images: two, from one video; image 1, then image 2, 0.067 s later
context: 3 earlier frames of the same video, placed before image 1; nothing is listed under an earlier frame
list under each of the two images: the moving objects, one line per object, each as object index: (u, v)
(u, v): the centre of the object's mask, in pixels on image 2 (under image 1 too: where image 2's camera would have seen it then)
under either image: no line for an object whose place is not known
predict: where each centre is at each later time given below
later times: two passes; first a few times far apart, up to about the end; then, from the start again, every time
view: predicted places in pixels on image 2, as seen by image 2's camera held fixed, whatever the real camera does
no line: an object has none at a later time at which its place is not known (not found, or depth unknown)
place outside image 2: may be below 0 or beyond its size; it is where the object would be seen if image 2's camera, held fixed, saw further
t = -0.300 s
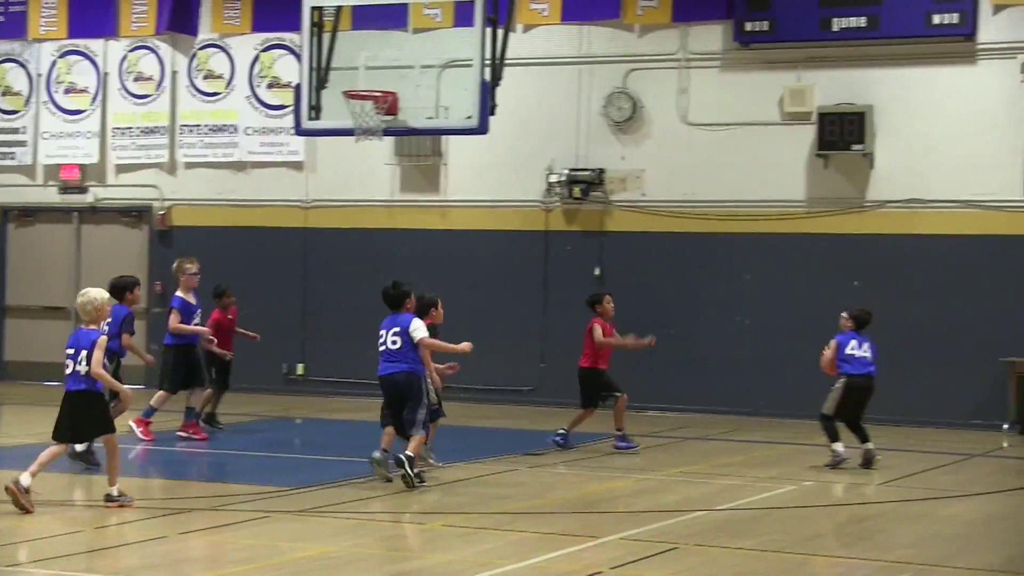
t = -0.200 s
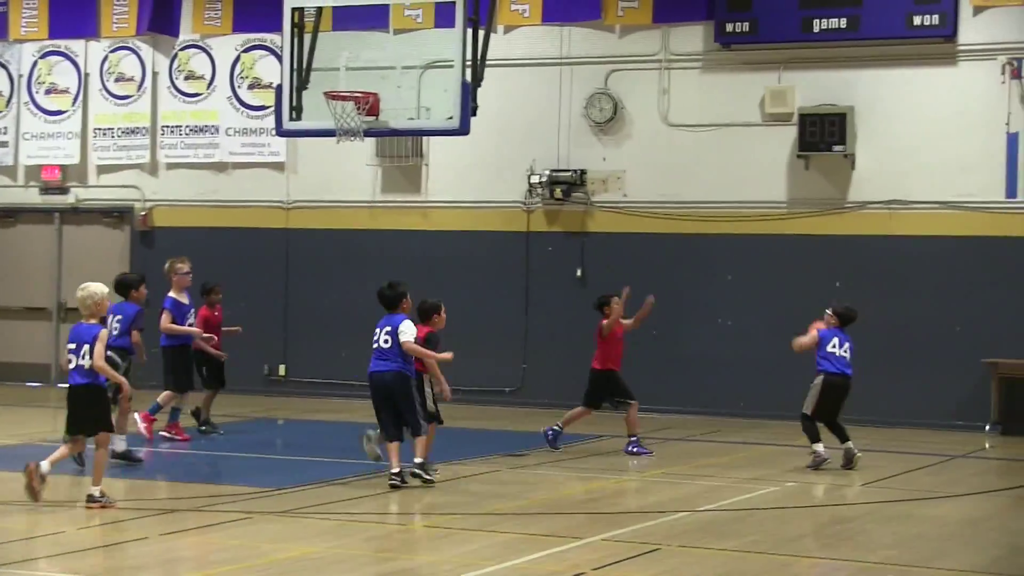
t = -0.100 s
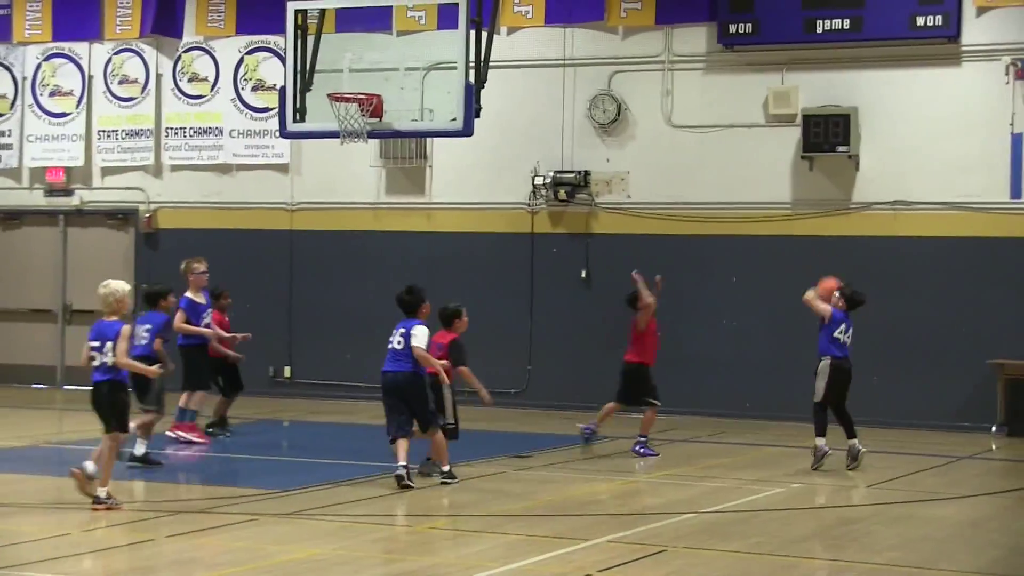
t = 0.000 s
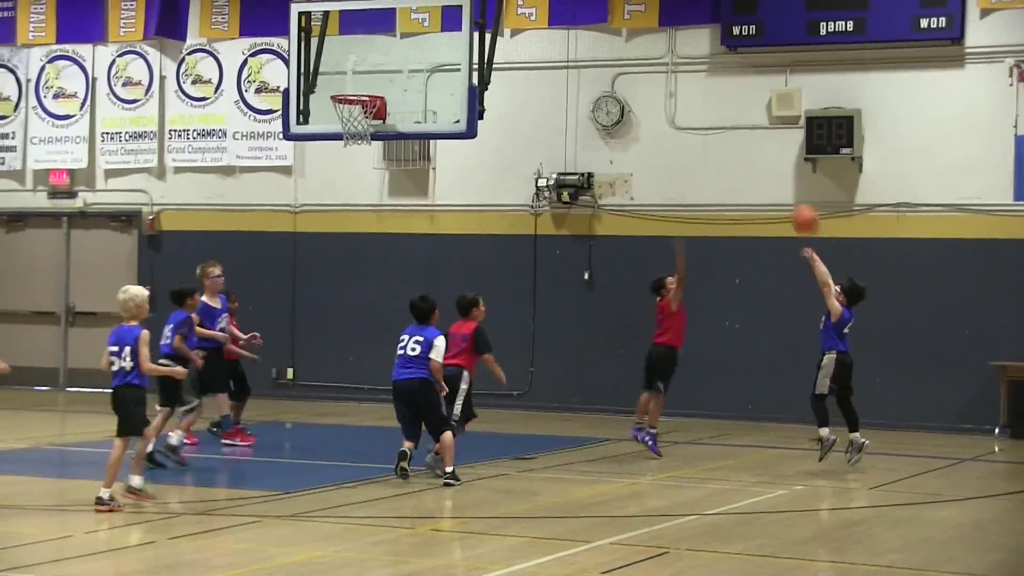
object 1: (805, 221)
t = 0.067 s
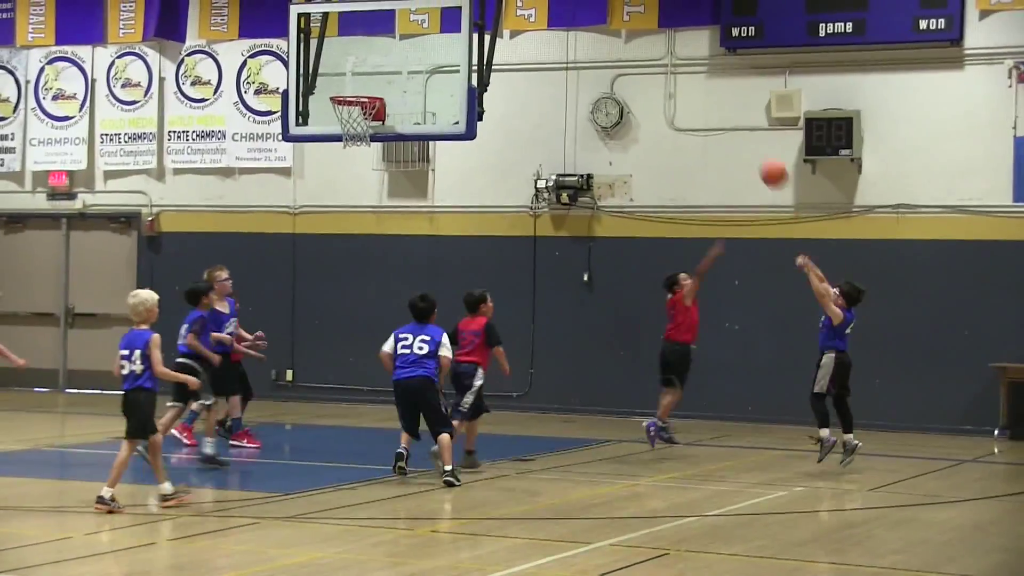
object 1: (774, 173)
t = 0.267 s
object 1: (686, 67)
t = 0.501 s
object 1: (591, 5)
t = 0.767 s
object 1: (484, 14)
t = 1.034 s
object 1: (392, 95)
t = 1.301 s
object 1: (512, 156)
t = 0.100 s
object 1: (759, 152)
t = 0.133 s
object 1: (744, 132)
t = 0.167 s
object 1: (729, 113)
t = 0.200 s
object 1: (715, 97)
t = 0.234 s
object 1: (700, 81)
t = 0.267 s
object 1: (686, 67)
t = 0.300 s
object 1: (672, 54)
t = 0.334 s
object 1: (658, 42)
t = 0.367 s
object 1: (645, 32)
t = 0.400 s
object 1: (631, 24)
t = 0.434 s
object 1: (616, 15)
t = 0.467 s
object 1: (604, 9)
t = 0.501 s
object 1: (591, 5)
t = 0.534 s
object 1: (577, 1)
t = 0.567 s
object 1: (563, -1)
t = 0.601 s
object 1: (550, -2)
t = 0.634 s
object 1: (536, 0)
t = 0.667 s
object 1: (523, 1)
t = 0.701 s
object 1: (509, 4)
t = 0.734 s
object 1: (495, 8)
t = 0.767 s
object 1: (484, 14)
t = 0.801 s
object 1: (471, 20)
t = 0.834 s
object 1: (458, 28)
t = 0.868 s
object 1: (446, 37)
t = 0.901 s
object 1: (432, 48)
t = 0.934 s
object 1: (420, 59)
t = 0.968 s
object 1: (407, 72)
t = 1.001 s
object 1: (395, 85)
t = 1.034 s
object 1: (392, 95)
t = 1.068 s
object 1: (406, 99)
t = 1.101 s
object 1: (420, 103)
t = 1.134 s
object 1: (436, 109)
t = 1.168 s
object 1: (450, 116)
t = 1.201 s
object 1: (465, 125)
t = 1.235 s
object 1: (479, 133)
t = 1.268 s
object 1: (497, 144)
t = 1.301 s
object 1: (512, 156)
